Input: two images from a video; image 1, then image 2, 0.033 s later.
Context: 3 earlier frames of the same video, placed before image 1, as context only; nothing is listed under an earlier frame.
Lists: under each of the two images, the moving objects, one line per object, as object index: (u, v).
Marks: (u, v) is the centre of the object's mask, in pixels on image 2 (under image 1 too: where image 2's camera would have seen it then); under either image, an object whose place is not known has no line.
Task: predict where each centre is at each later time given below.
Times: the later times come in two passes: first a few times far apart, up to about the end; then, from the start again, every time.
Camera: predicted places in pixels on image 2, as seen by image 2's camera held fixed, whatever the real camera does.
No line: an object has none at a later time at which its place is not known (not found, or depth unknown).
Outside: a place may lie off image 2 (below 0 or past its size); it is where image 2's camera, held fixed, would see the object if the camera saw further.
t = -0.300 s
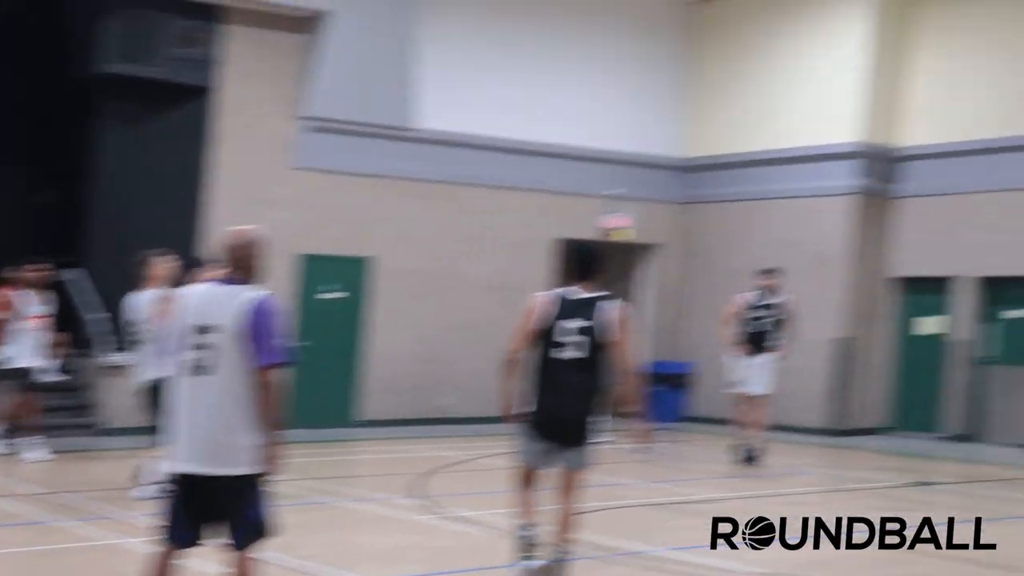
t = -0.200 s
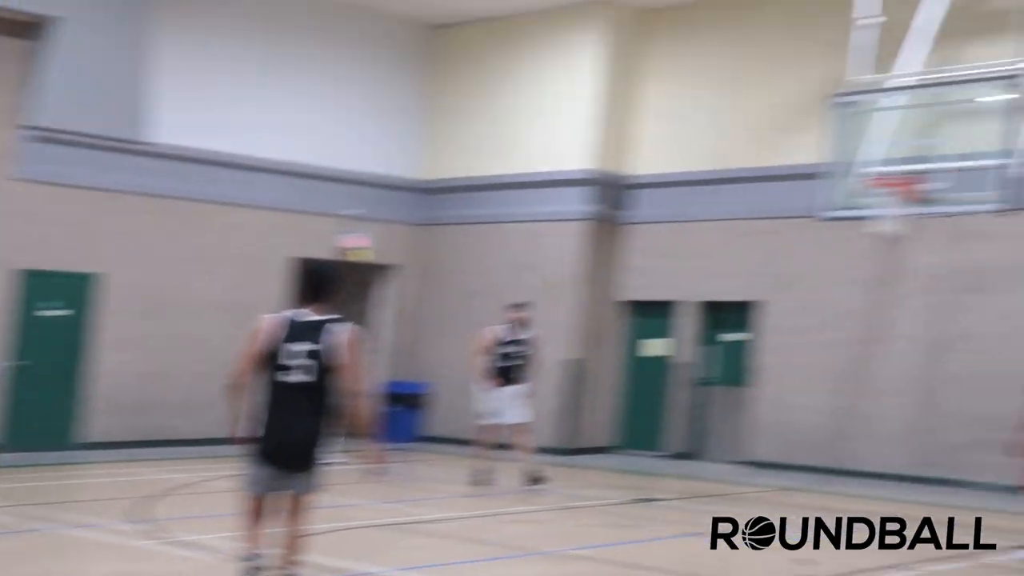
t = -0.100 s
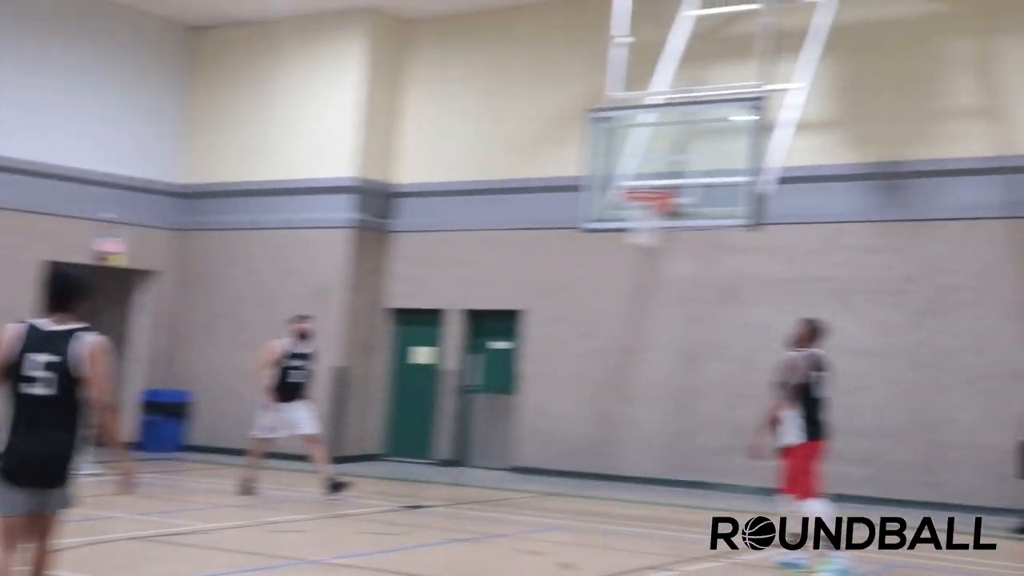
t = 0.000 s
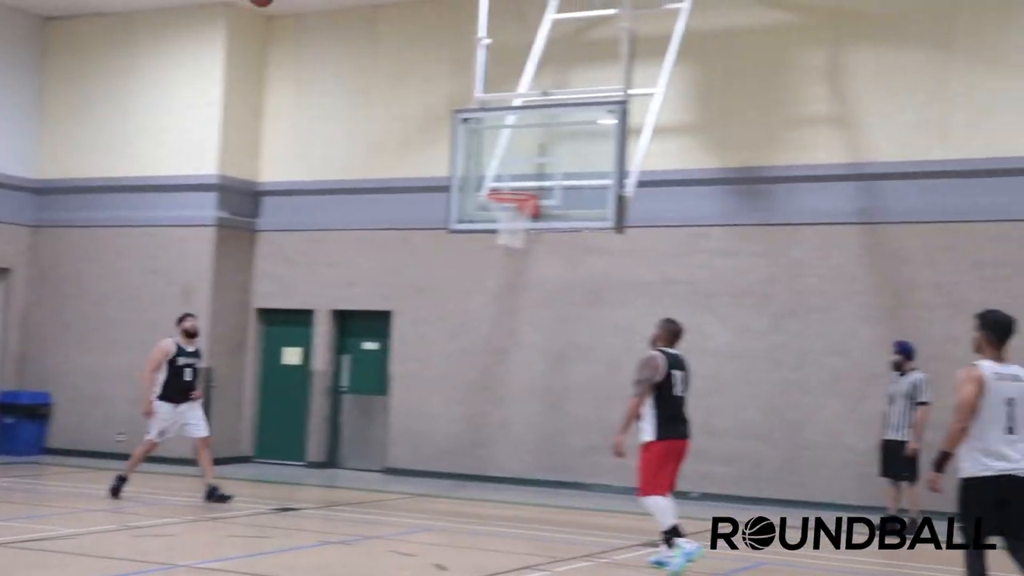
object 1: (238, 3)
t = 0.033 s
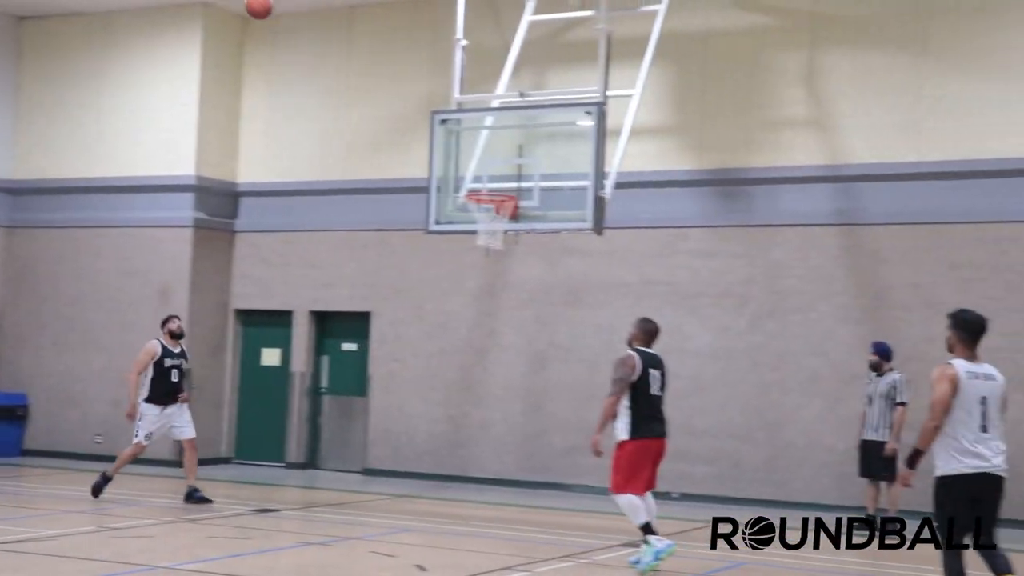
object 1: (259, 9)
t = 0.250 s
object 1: (385, 104)
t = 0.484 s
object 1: (444, 157)
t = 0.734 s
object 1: (394, 108)
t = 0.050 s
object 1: (269, 12)
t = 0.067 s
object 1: (279, 17)
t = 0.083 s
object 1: (289, 24)
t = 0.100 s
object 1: (299, 31)
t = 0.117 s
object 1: (308, 37)
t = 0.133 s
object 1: (318, 45)
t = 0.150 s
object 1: (328, 53)
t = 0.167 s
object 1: (337, 61)
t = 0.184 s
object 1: (348, 69)
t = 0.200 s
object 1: (359, 78)
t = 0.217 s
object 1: (367, 86)
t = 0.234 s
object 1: (377, 95)
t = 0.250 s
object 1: (385, 104)
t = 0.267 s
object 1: (397, 113)
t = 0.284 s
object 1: (404, 122)
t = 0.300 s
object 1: (413, 132)
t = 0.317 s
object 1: (420, 141)
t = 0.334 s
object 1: (429, 151)
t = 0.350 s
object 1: (438, 162)
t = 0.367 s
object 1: (447, 172)
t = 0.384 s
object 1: (455, 183)
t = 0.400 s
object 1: (458, 186)
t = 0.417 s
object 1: (455, 180)
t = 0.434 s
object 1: (453, 174)
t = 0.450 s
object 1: (450, 168)
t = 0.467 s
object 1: (446, 162)
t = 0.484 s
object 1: (444, 157)
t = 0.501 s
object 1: (440, 152)
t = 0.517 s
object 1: (438, 147)
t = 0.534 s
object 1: (434, 143)
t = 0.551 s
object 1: (432, 139)
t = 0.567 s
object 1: (429, 136)
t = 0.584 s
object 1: (426, 132)
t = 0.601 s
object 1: (424, 129)
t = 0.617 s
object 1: (421, 126)
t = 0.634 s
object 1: (417, 122)
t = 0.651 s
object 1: (413, 119)
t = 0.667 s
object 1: (409, 116)
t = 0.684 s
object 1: (405, 114)
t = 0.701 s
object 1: (402, 112)
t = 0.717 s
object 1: (398, 110)
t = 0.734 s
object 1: (394, 108)
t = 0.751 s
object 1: (390, 107)
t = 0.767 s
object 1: (386, 106)
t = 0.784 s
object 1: (382, 106)
